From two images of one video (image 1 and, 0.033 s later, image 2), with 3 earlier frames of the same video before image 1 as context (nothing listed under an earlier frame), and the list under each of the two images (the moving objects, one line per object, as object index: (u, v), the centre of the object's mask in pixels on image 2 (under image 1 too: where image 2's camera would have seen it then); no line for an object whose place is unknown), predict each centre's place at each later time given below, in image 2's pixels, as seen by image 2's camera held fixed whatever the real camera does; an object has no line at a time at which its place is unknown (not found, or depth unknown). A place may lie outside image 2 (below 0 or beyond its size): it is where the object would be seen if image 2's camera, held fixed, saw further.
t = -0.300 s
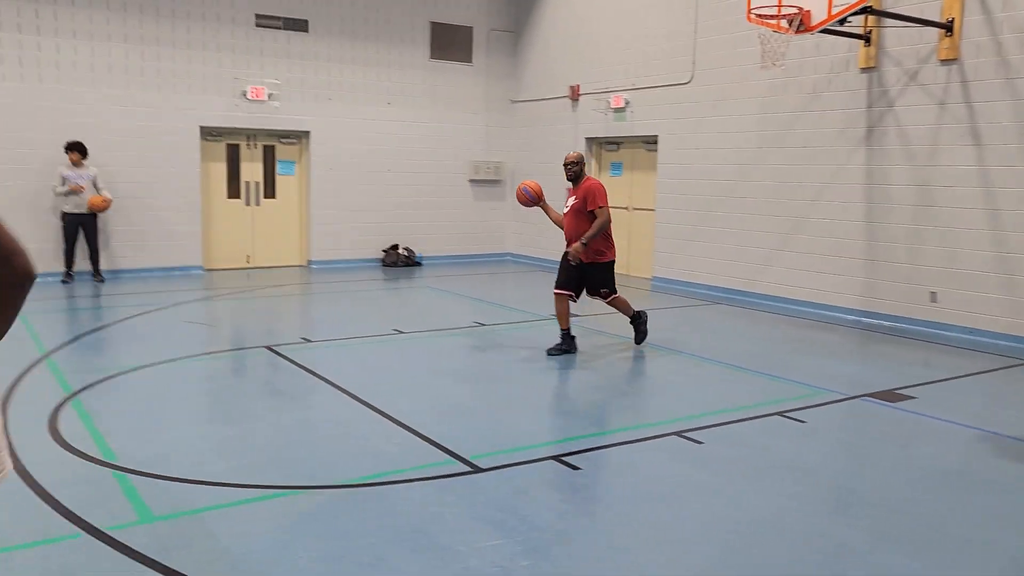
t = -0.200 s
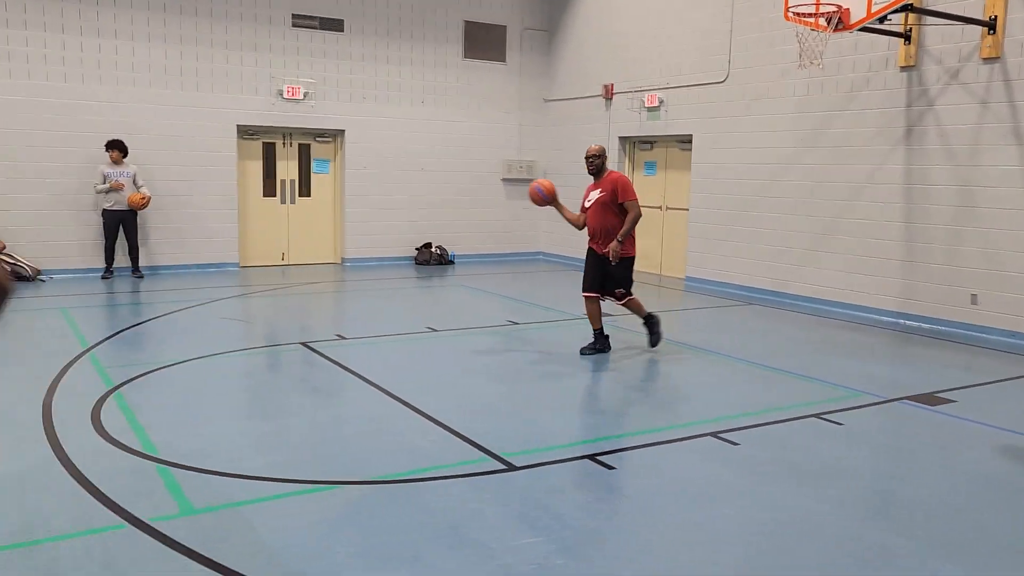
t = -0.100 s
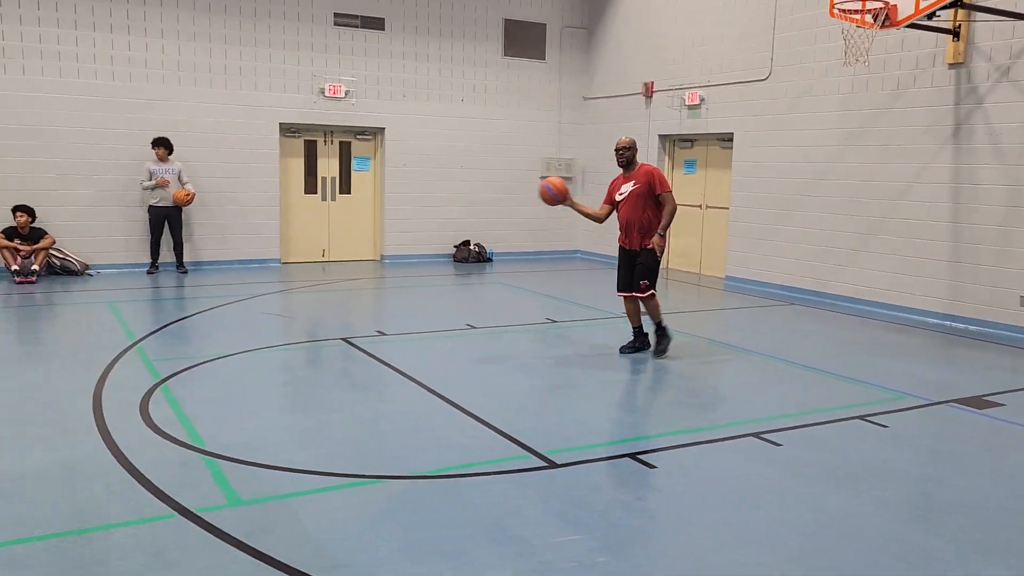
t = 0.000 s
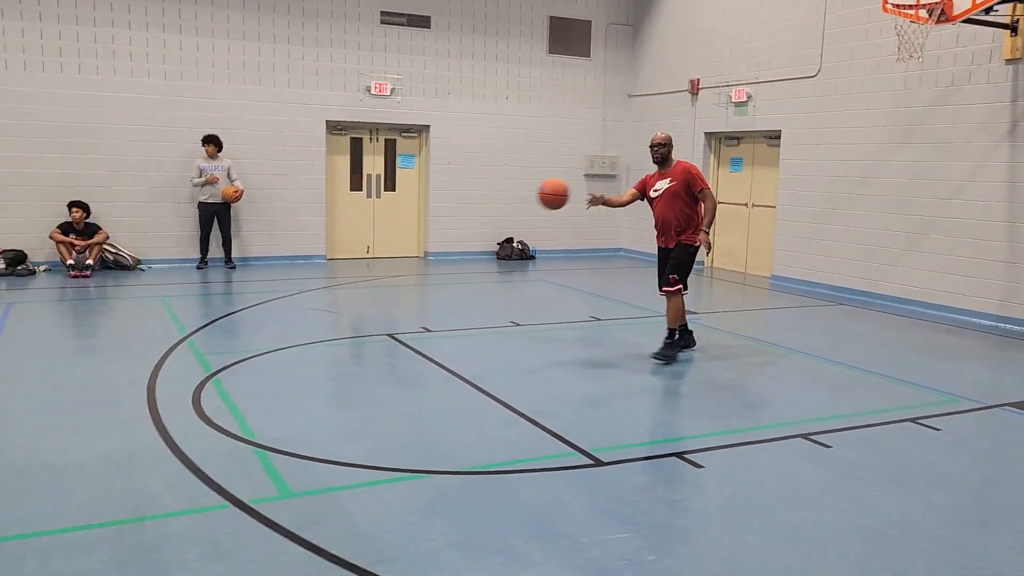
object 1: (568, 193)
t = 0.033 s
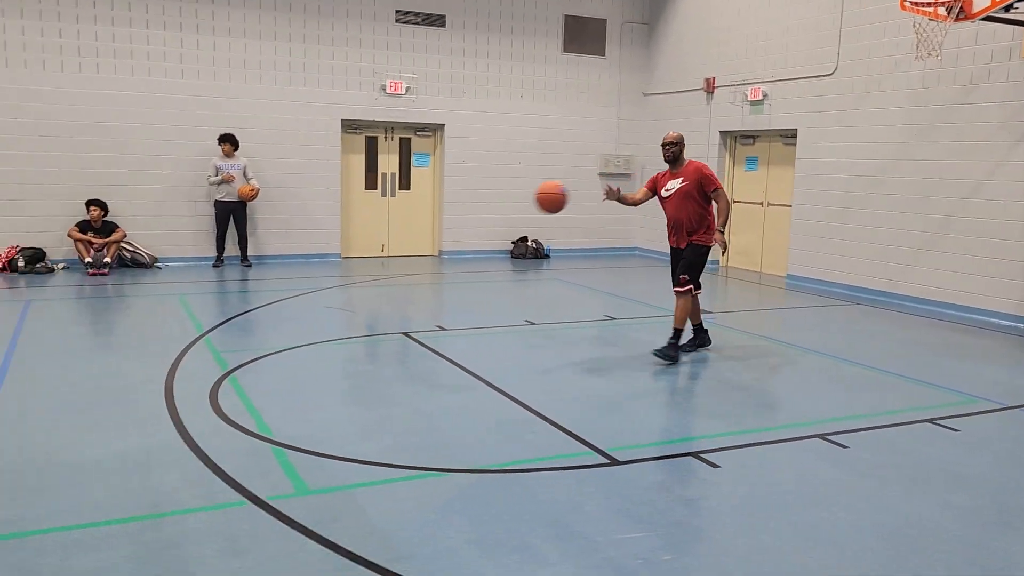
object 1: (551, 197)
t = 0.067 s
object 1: (533, 204)
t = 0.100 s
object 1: (514, 213)
